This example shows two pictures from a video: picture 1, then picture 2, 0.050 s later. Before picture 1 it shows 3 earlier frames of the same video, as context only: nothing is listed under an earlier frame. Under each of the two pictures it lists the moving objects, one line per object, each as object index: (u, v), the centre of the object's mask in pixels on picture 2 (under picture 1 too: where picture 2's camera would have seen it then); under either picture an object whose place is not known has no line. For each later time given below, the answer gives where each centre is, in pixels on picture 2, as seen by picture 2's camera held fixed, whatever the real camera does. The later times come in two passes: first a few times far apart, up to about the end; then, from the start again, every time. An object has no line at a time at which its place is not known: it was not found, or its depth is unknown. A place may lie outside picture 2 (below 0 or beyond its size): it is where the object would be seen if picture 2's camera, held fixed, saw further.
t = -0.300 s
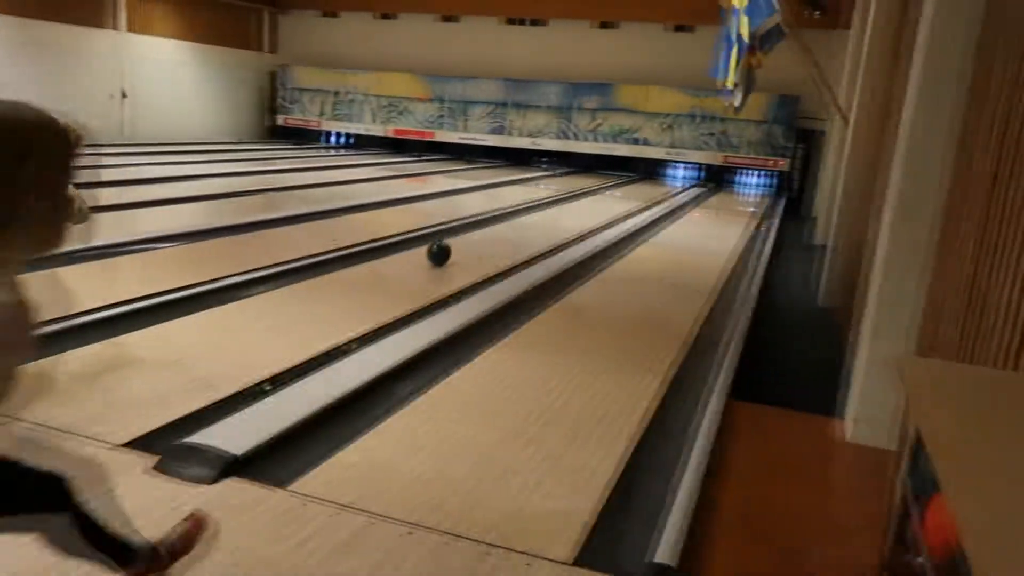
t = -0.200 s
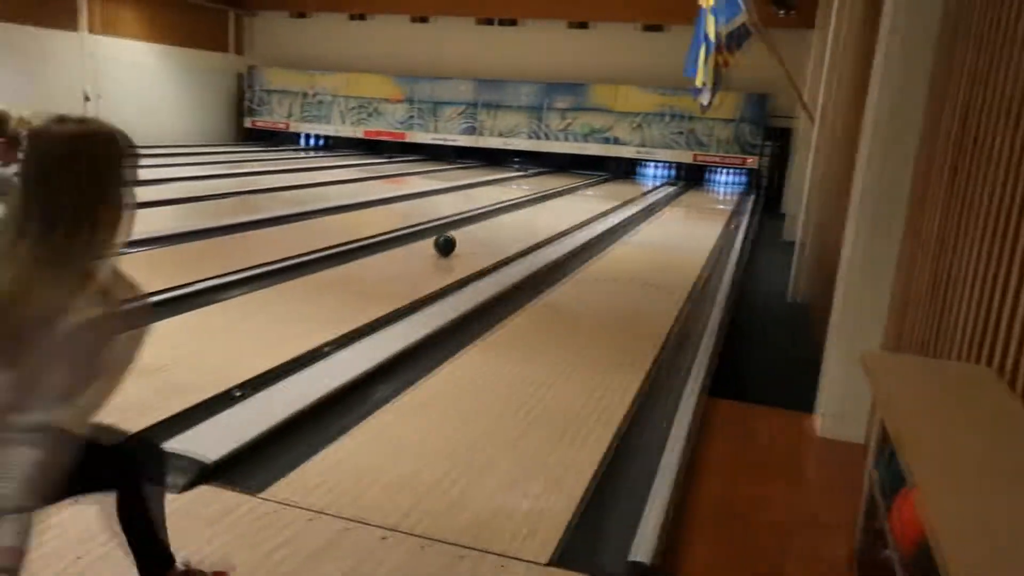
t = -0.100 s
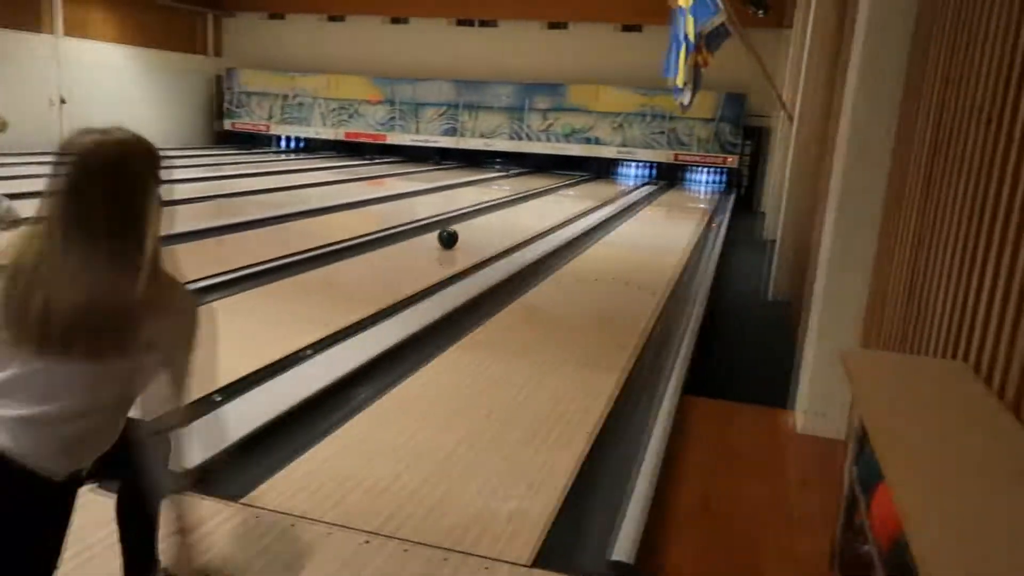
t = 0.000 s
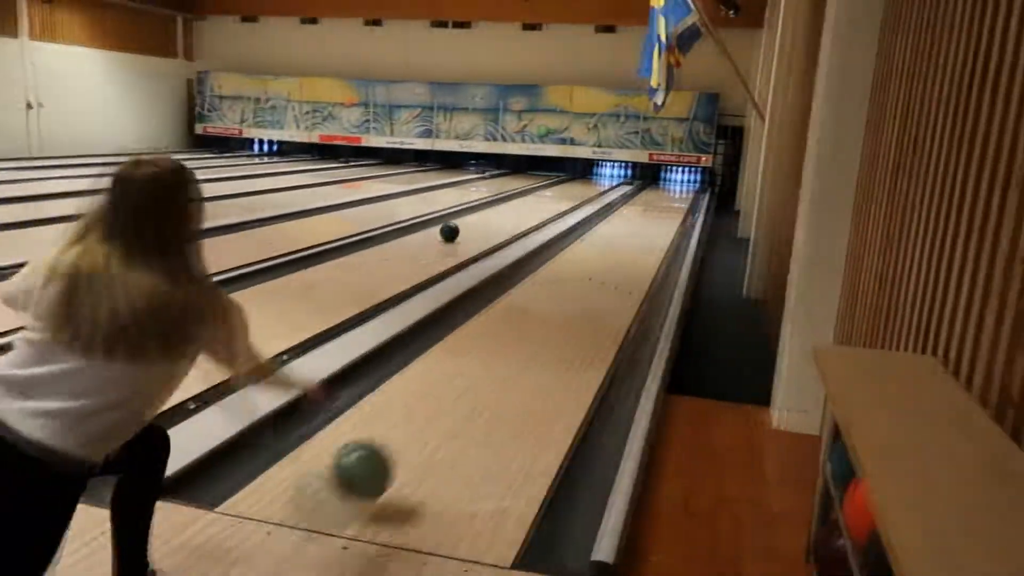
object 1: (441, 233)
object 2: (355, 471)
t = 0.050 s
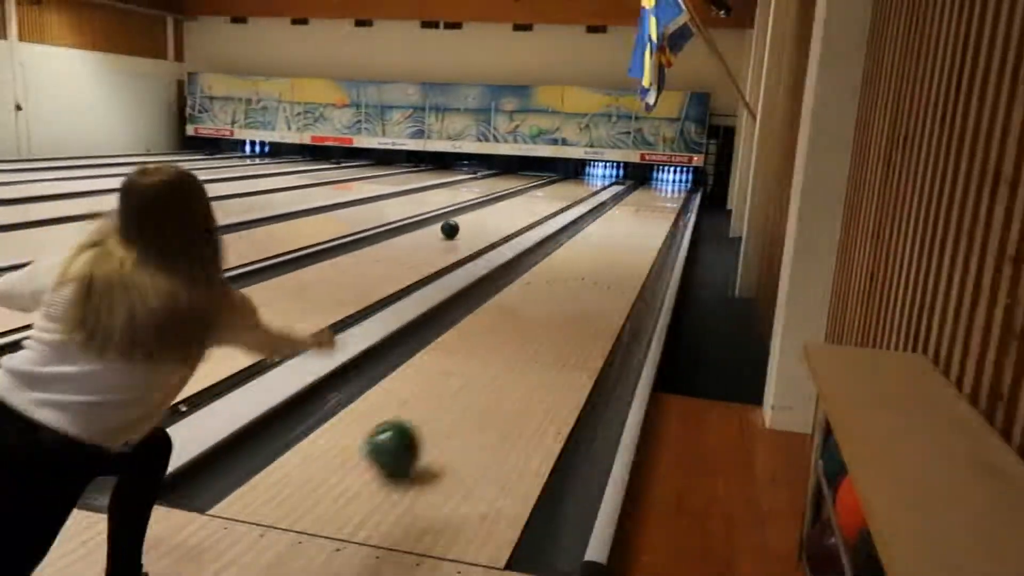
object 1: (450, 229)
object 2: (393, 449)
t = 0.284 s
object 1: (488, 216)
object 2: (518, 329)
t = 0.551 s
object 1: (519, 204)
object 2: (576, 270)
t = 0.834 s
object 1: (544, 196)
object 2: (610, 237)
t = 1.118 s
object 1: (564, 189)
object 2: (629, 216)
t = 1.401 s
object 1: (579, 183)
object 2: (641, 203)
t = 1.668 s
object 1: (590, 180)
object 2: (650, 194)
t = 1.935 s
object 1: (600, 177)
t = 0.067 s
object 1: (453, 228)
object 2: (406, 436)
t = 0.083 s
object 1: (457, 227)
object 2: (424, 421)
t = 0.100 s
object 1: (457, 227)
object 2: (432, 410)
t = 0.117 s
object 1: (463, 225)
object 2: (448, 396)
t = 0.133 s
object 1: (464, 224)
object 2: (449, 395)
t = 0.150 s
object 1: (468, 223)
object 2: (459, 385)
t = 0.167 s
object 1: (470, 222)
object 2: (470, 375)
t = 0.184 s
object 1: (471, 222)
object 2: (477, 368)
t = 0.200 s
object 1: (476, 220)
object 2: (488, 357)
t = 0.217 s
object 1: (477, 220)
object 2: (489, 357)
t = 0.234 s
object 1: (481, 218)
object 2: (496, 350)
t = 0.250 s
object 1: (483, 218)
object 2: (504, 342)
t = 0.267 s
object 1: (485, 217)
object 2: (511, 336)
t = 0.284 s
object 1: (488, 216)
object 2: (518, 329)
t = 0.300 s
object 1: (490, 215)
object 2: (523, 324)
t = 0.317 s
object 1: (493, 214)
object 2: (529, 318)
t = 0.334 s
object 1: (494, 214)
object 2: (529, 317)
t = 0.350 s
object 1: (496, 213)
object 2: (535, 312)
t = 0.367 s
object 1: (499, 212)
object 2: (540, 307)
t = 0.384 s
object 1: (500, 212)
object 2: (545, 302)
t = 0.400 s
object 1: (504, 211)
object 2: (550, 297)
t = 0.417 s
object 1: (504, 210)
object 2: (551, 296)
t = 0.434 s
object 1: (507, 209)
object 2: (554, 293)
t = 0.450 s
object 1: (509, 208)
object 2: (558, 288)
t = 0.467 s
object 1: (511, 207)
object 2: (562, 284)
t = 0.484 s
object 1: (513, 207)
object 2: (566, 281)
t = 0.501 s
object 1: (514, 206)
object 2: (568, 278)
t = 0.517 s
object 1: (516, 206)
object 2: (572, 274)
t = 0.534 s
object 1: (517, 205)
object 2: (573, 274)
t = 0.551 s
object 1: (519, 204)
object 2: (576, 270)
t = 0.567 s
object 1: (521, 204)
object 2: (579, 268)
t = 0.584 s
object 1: (522, 203)
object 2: (581, 265)
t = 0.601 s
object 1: (525, 203)
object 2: (584, 263)
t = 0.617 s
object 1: (526, 203)
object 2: (585, 261)
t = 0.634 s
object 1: (528, 202)
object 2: (589, 258)
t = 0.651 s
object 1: (529, 201)
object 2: (590, 257)
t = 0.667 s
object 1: (530, 201)
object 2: (592, 254)
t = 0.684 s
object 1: (532, 200)
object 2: (594, 252)
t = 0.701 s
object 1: (533, 200)
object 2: (595, 251)
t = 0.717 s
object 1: (535, 199)
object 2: (599, 248)
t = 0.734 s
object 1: (536, 199)
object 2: (599, 247)
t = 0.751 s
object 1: (537, 198)
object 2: (601, 245)
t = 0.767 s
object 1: (539, 198)
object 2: (603, 243)
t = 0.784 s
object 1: (540, 197)
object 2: (604, 242)
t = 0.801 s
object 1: (542, 197)
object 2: (607, 240)
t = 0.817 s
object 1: (542, 197)
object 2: (607, 239)
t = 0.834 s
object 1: (544, 196)
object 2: (610, 237)
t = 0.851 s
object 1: (545, 196)
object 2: (610, 236)
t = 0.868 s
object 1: (547, 195)
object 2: (612, 234)
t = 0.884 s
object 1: (548, 195)
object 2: (614, 232)
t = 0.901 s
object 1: (549, 195)
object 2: (614, 232)
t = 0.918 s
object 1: (551, 194)
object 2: (616, 230)
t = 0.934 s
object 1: (552, 194)
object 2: (617, 229)
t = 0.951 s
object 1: (553, 193)
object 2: (618, 227)
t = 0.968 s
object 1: (554, 193)
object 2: (620, 226)
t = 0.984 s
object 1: (555, 193)
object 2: (621, 225)
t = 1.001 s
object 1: (556, 192)
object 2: (622, 224)
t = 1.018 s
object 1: (557, 192)
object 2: (623, 223)
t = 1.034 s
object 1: (559, 191)
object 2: (624, 222)
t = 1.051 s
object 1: (559, 190)
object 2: (625, 221)
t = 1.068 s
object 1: (560, 190)
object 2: (626, 220)
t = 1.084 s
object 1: (562, 190)
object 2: (627, 219)
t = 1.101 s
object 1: (563, 189)
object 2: (628, 218)
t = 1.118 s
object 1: (564, 189)
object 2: (629, 216)
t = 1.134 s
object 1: (564, 188)
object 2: (630, 216)
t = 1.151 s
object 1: (565, 188)
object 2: (631, 215)
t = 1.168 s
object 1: (567, 188)
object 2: (632, 214)
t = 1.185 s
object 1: (567, 188)
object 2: (632, 213)
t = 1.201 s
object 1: (569, 187)
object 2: (633, 212)
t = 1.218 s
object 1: (569, 187)
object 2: (634, 211)
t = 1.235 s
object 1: (570, 187)
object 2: (635, 210)
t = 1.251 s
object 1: (571, 186)
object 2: (636, 209)
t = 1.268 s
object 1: (572, 186)
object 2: (636, 209)
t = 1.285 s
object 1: (573, 186)
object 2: (637, 208)
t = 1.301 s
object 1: (573, 186)
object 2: (638, 207)
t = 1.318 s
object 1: (574, 185)
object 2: (638, 207)
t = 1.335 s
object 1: (575, 185)
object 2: (639, 206)
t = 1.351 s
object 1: (576, 184)
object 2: (639, 205)
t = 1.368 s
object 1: (577, 184)
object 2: (640, 204)
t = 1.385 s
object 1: (578, 183)
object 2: (640, 204)
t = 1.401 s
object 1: (579, 183)
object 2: (641, 203)
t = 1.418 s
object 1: (579, 183)
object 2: (642, 202)
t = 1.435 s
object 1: (580, 183)
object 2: (643, 202)
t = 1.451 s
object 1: (580, 183)
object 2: (643, 201)
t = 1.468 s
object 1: (581, 183)
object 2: (643, 201)
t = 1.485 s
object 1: (582, 182)
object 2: (644, 200)
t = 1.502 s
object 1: (582, 183)
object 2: (644, 200)
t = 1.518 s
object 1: (584, 182)
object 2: (645, 199)
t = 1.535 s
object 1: (584, 182)
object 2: (646, 198)
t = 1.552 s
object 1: (585, 182)
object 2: (646, 198)
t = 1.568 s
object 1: (587, 181)
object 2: (647, 197)
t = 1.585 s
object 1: (587, 181)
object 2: (648, 196)
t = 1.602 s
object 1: (587, 180)
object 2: (648, 196)
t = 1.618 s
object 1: (588, 180)
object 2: (648, 196)
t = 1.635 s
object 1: (588, 180)
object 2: (649, 195)
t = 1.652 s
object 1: (589, 180)
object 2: (649, 194)
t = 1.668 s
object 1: (590, 180)
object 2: (650, 194)
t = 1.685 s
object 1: (590, 179)
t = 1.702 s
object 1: (591, 179)
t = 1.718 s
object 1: (592, 179)
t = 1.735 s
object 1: (593, 179)
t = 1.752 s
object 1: (593, 179)
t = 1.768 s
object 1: (594, 178)
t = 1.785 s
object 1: (594, 178)
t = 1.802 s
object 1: (595, 178)
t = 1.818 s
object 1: (596, 178)
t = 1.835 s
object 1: (597, 178)
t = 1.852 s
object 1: (597, 177)
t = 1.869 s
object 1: (597, 177)
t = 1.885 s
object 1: (598, 177)
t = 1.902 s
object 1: (598, 177)
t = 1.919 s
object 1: (599, 177)
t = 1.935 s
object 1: (600, 177)
